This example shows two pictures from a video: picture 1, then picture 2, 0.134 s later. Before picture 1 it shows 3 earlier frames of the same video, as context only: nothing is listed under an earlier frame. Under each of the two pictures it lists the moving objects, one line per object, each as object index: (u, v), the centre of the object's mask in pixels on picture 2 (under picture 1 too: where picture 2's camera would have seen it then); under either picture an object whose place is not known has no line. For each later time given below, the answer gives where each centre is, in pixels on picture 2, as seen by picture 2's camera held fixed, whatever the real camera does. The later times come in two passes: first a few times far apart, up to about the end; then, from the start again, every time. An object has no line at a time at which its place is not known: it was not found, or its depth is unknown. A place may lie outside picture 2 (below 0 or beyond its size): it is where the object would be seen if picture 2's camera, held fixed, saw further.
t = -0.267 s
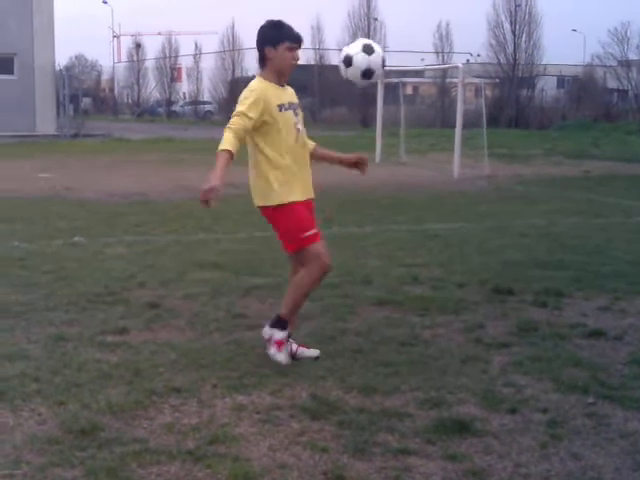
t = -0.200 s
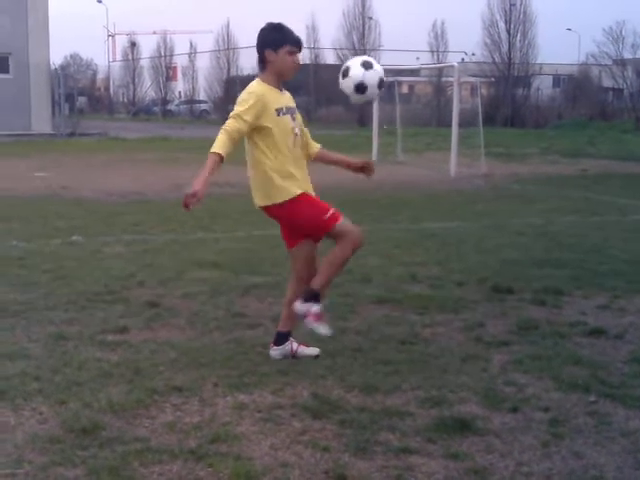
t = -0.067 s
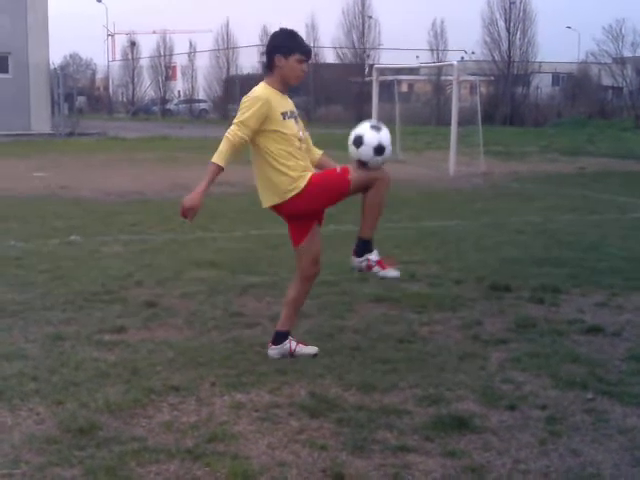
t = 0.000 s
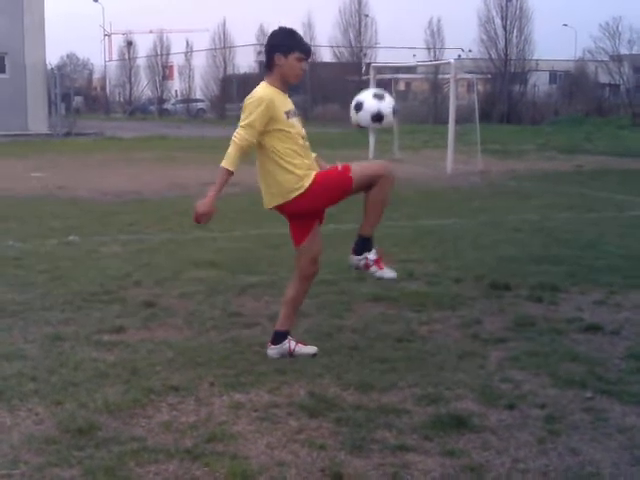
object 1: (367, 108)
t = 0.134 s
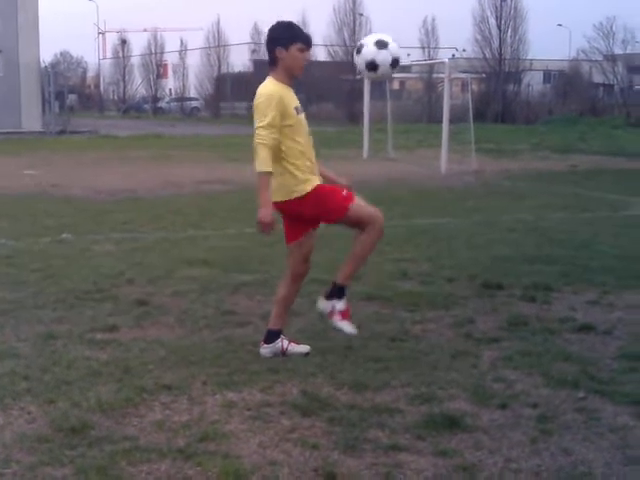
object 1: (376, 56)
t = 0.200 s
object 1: (382, 41)
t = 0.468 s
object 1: (405, 76)
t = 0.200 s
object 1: (382, 41)
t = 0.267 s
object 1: (389, 34)
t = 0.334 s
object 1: (395, 37)
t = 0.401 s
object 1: (399, 51)
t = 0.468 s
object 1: (405, 76)
